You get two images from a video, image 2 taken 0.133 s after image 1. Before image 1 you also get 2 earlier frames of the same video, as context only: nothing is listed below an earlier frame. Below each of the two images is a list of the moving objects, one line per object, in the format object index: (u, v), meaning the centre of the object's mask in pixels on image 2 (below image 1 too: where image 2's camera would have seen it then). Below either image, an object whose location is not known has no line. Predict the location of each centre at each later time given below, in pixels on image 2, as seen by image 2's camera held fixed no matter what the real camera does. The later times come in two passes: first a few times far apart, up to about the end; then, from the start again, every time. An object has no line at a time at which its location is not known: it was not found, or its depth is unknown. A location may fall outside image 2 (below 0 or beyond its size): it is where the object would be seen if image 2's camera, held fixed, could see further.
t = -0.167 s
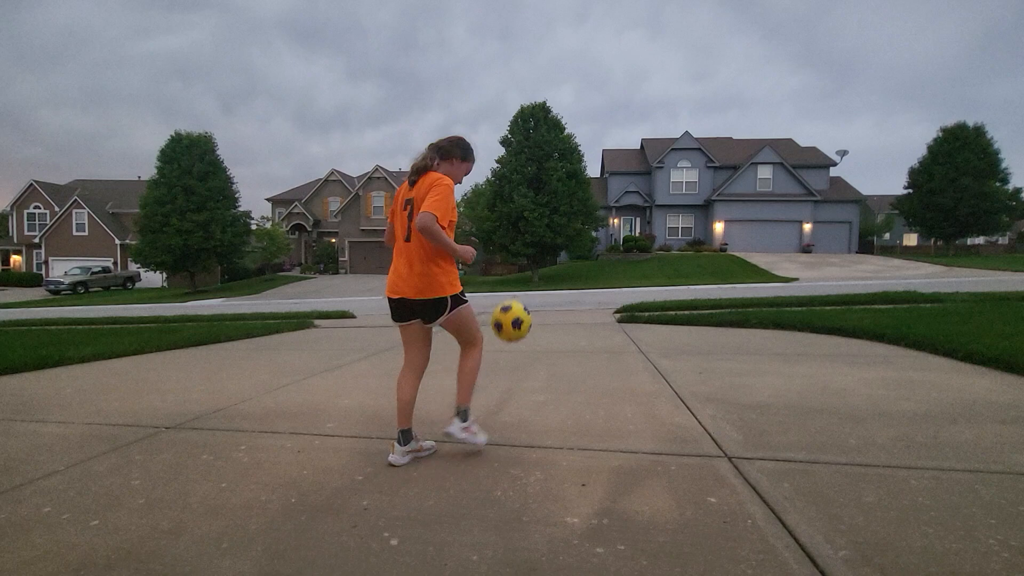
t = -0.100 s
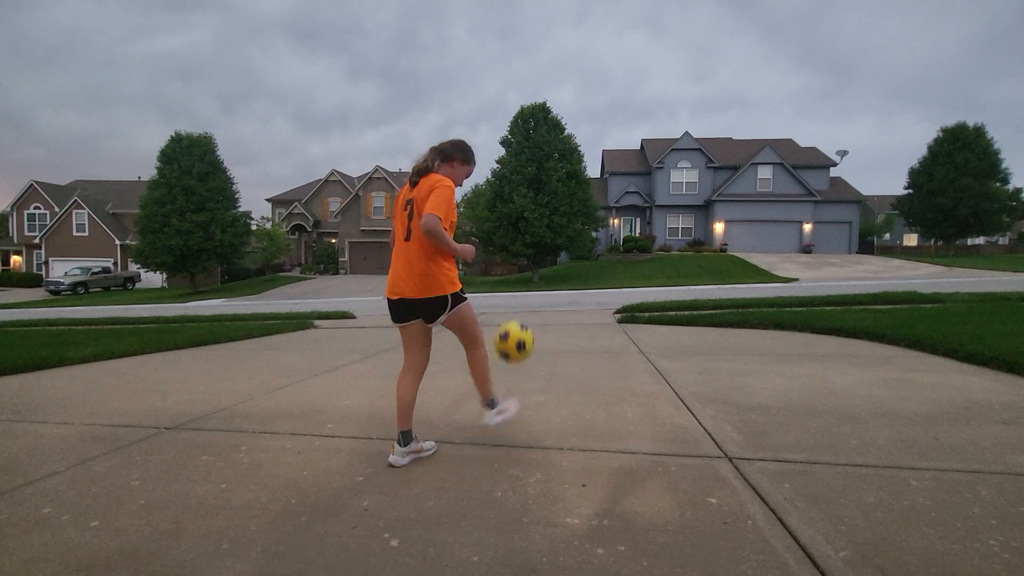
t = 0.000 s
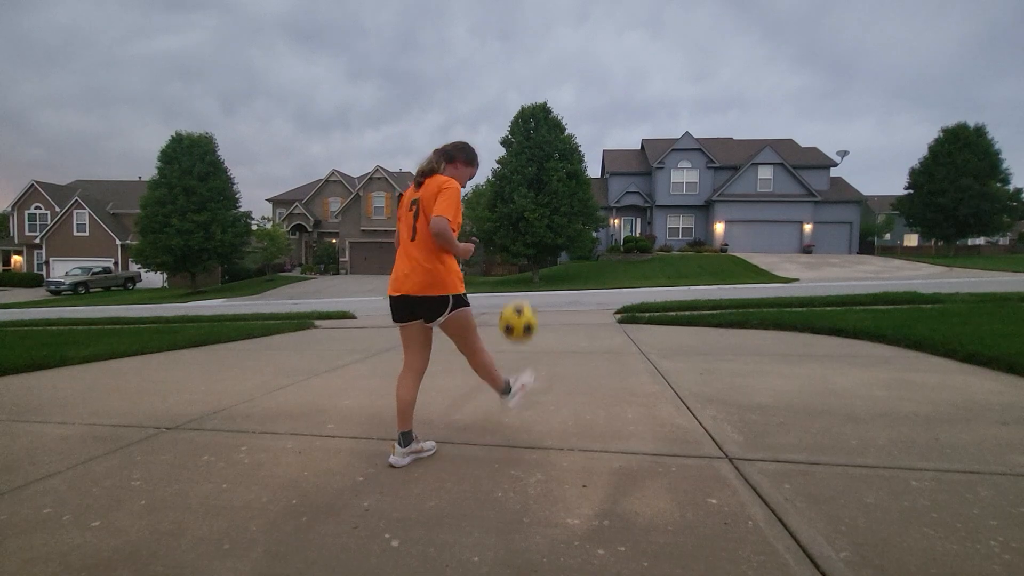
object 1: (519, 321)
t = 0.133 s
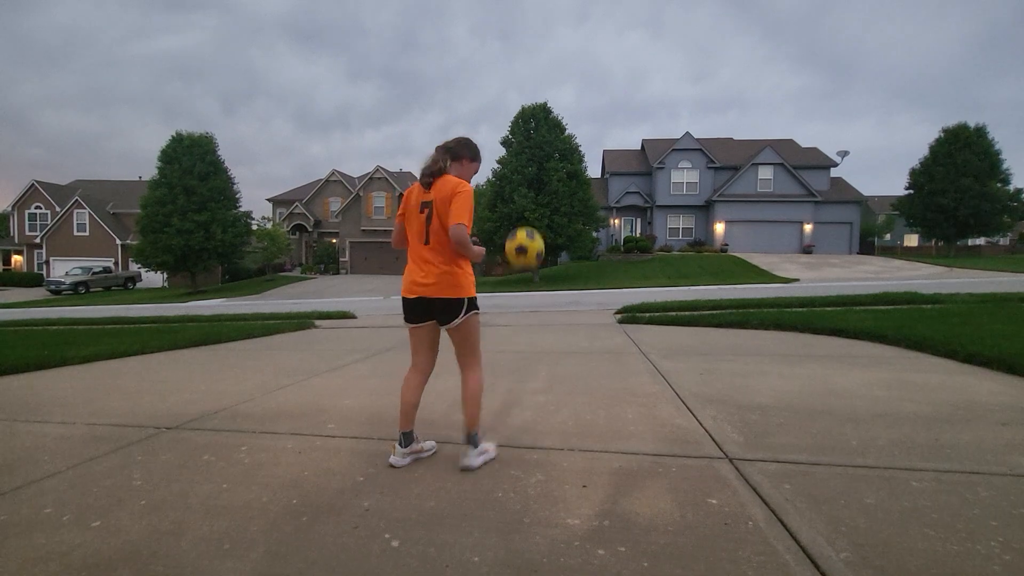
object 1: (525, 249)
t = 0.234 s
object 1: (529, 213)
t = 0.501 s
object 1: (538, 203)
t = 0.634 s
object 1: (542, 243)
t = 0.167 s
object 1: (526, 235)
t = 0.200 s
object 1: (527, 223)
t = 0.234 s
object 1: (529, 213)
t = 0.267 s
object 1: (530, 205)
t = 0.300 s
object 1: (531, 199)
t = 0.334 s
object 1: (532, 195)
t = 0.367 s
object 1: (534, 193)
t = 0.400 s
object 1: (535, 193)
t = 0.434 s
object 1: (536, 194)
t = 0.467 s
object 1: (537, 198)
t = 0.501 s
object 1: (538, 203)
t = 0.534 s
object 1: (539, 210)
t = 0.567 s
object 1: (540, 220)
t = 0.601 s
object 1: (541, 231)
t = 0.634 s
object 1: (542, 243)
